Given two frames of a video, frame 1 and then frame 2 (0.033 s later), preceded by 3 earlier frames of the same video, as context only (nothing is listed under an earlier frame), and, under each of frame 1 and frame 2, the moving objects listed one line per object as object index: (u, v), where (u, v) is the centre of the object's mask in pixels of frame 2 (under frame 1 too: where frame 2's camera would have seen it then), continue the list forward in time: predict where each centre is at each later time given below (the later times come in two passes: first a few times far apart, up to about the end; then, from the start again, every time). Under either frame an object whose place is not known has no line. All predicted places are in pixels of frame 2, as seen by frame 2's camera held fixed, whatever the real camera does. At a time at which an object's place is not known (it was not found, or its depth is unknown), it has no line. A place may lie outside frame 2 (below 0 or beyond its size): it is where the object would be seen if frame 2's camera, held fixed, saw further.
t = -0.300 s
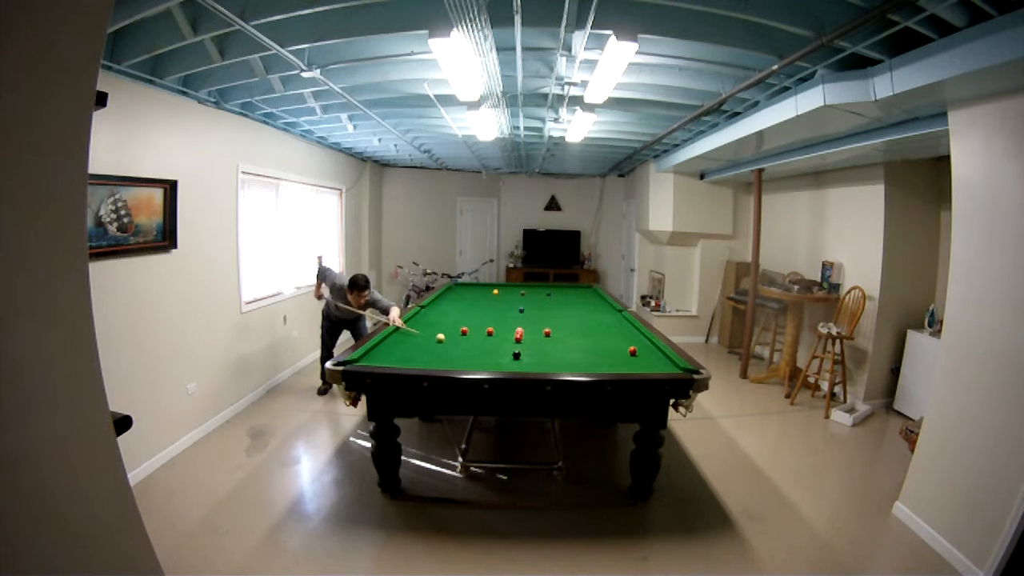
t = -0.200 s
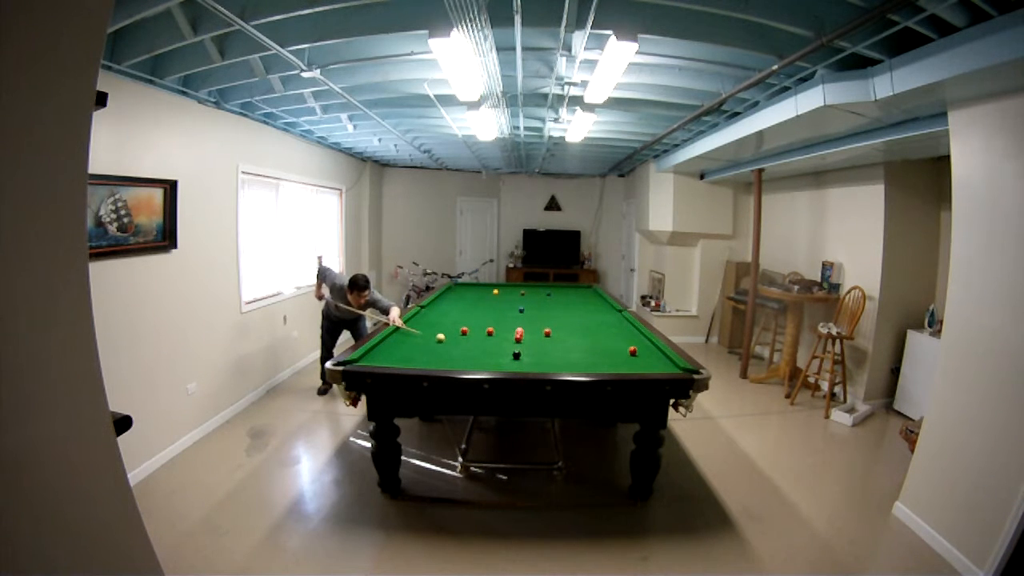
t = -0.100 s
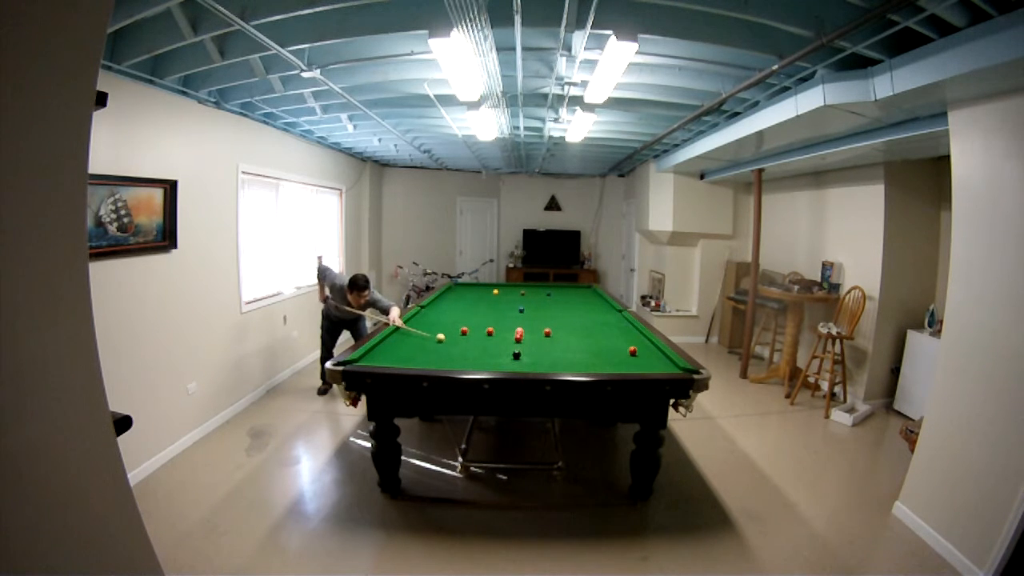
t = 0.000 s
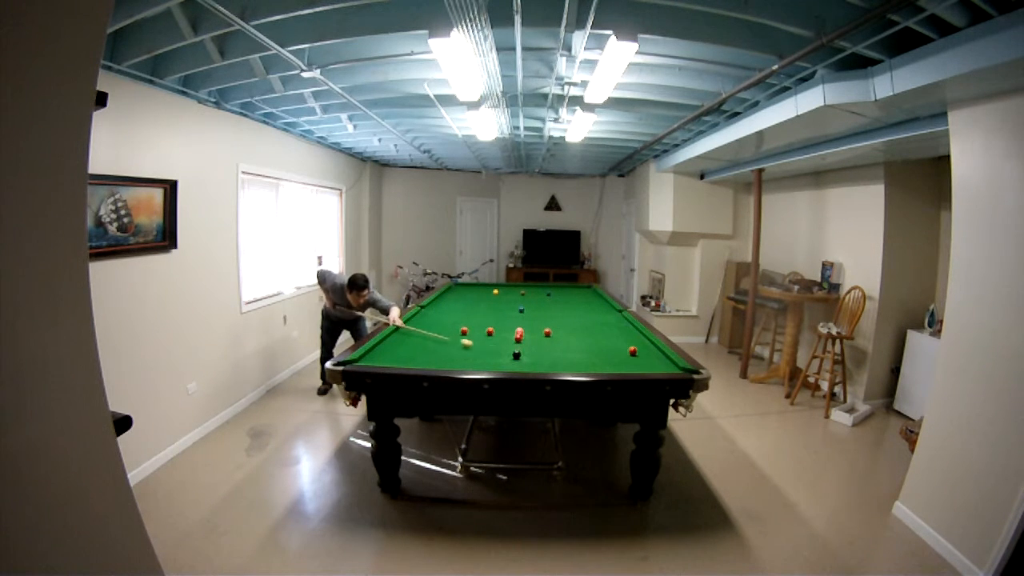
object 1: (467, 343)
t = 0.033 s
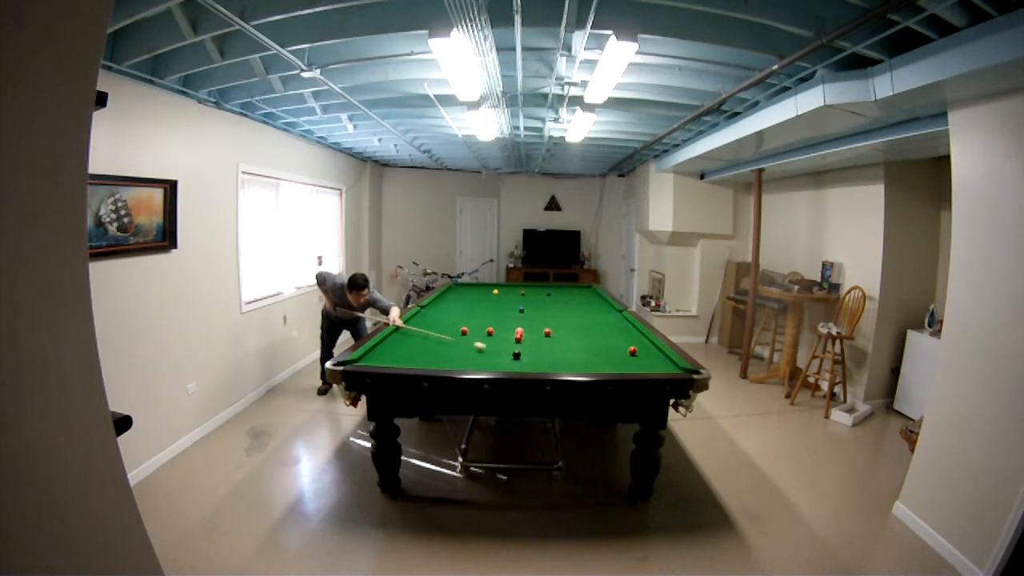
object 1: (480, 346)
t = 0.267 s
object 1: (500, 358)
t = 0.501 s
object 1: (489, 364)
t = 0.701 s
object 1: (479, 366)
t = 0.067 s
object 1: (494, 349)
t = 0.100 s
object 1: (507, 353)
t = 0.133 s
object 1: (509, 353)
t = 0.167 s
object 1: (506, 355)
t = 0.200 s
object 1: (506, 355)
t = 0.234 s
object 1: (502, 357)
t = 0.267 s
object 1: (500, 358)
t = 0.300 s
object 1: (499, 359)
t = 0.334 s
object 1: (497, 360)
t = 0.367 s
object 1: (496, 361)
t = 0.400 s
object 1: (494, 362)
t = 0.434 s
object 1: (493, 363)
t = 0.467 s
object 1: (491, 363)
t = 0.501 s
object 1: (489, 364)
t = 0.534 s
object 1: (488, 364)
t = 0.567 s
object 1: (486, 366)
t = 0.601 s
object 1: (484, 366)
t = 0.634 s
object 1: (483, 367)
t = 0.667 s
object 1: (481, 366)
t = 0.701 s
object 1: (479, 366)
